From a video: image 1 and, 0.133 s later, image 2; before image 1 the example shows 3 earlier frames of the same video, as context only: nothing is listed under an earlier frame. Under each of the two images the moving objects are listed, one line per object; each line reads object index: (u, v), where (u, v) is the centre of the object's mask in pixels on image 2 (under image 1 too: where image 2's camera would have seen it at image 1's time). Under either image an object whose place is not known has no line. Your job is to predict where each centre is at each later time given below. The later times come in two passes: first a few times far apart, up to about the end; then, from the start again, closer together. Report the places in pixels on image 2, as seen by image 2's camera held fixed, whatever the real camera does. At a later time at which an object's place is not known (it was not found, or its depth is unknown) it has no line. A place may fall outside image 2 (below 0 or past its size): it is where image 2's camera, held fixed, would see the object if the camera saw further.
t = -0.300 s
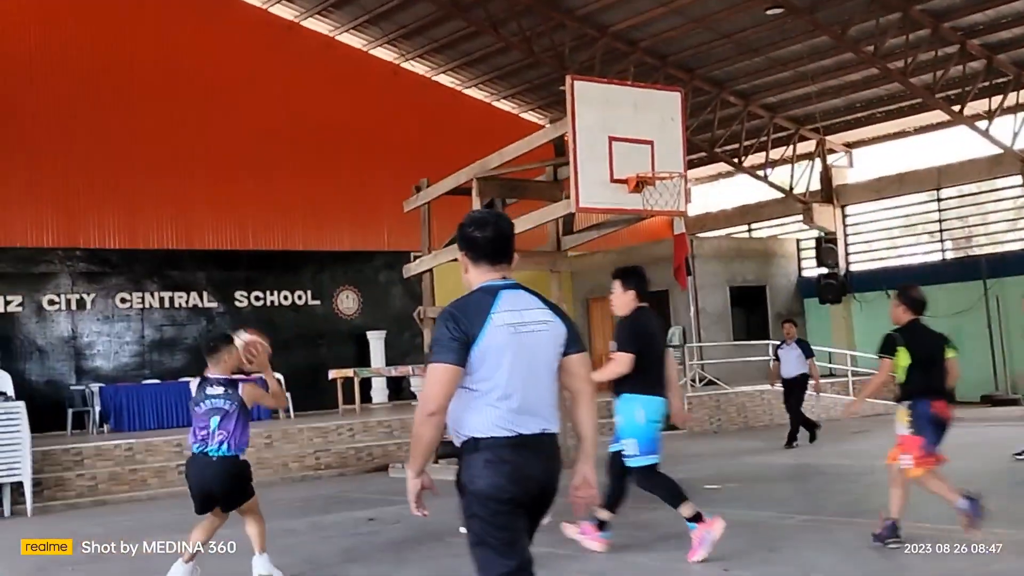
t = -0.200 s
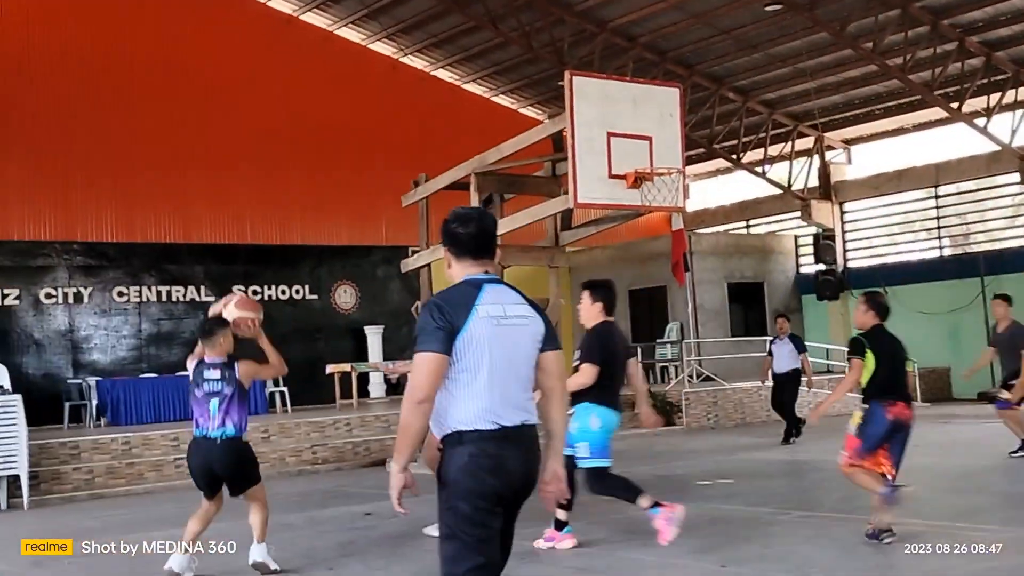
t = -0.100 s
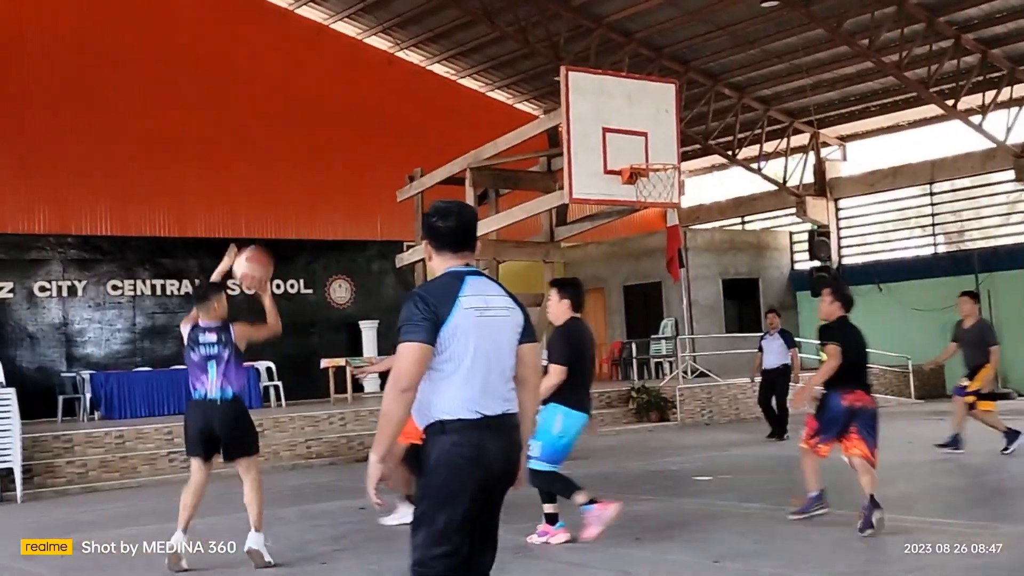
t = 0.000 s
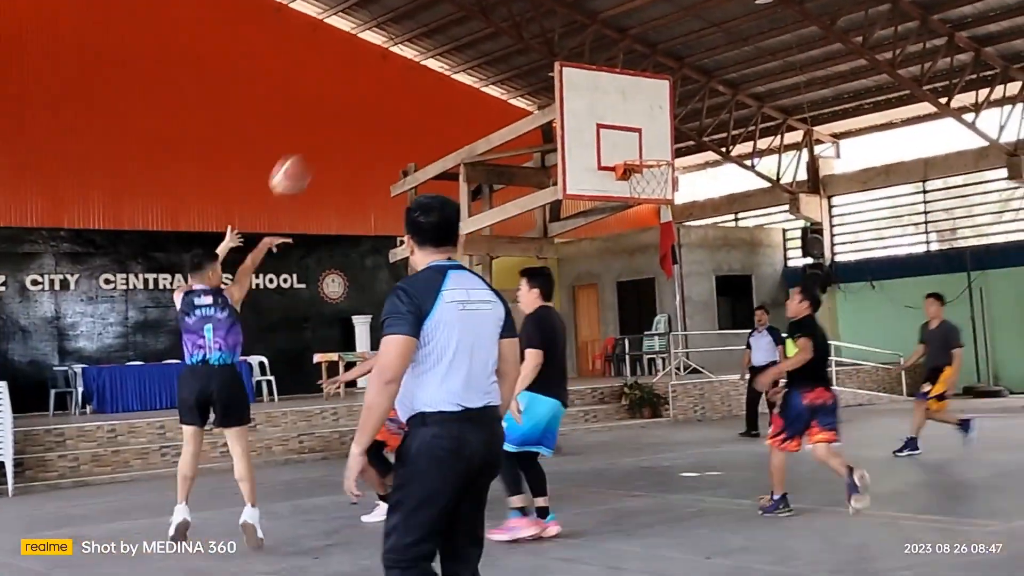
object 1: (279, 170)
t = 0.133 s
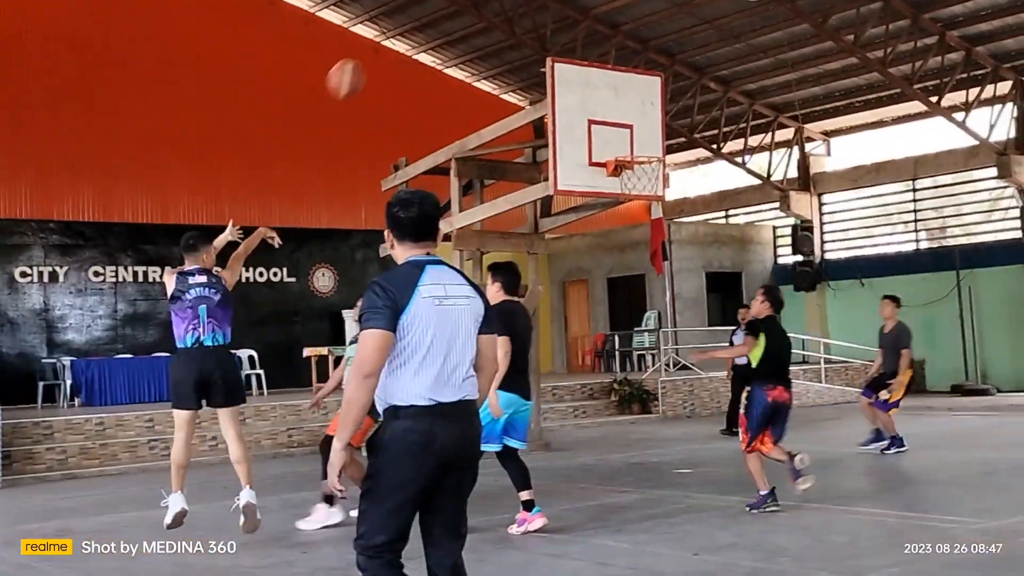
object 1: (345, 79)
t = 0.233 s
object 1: (390, 34)
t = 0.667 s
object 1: (546, 14)
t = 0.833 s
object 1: (594, 51)
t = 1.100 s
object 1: (646, 156)
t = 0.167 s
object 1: (361, 62)
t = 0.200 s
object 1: (374, 48)
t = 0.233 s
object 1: (390, 34)
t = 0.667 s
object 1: (546, 14)
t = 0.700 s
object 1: (555, 17)
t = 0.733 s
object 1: (564, 22)
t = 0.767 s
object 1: (573, 31)
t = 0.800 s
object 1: (583, 41)
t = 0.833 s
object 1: (594, 51)
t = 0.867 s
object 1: (602, 62)
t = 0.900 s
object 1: (612, 76)
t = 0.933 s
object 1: (621, 90)
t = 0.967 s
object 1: (629, 103)
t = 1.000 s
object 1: (638, 118)
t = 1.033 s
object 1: (646, 134)
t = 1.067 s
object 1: (654, 149)
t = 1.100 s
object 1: (646, 156)
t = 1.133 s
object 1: (635, 162)
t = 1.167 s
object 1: (634, 164)
